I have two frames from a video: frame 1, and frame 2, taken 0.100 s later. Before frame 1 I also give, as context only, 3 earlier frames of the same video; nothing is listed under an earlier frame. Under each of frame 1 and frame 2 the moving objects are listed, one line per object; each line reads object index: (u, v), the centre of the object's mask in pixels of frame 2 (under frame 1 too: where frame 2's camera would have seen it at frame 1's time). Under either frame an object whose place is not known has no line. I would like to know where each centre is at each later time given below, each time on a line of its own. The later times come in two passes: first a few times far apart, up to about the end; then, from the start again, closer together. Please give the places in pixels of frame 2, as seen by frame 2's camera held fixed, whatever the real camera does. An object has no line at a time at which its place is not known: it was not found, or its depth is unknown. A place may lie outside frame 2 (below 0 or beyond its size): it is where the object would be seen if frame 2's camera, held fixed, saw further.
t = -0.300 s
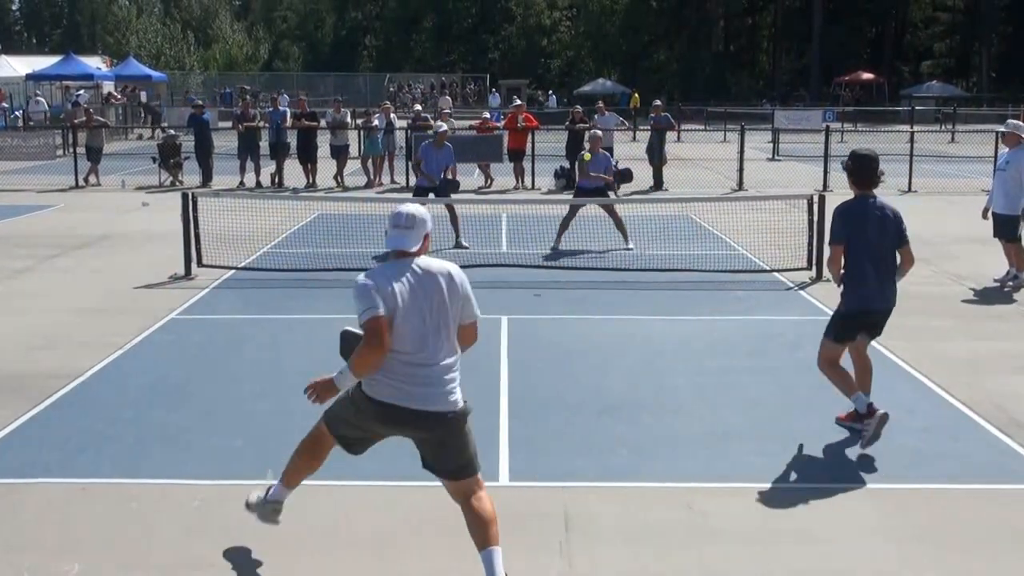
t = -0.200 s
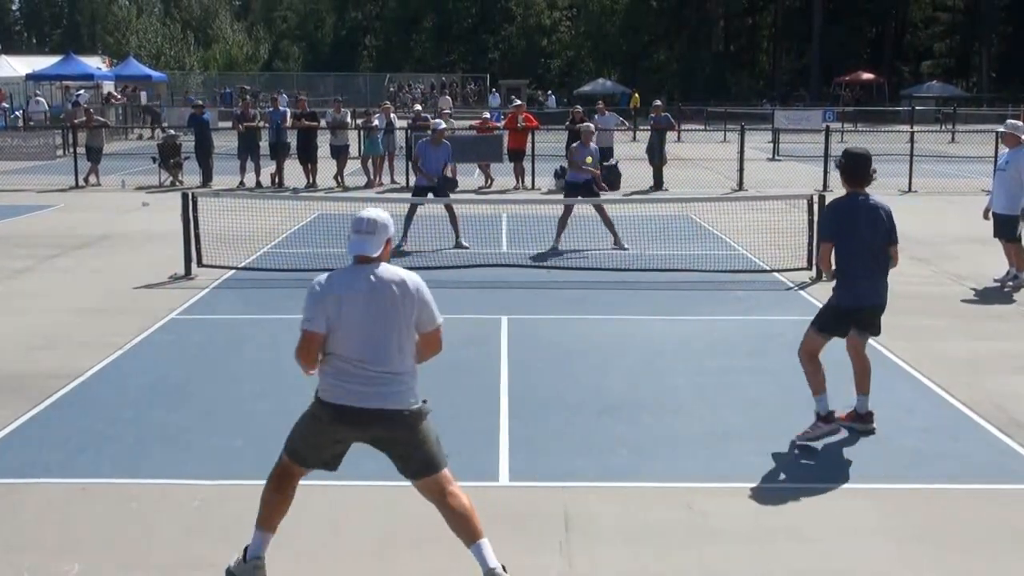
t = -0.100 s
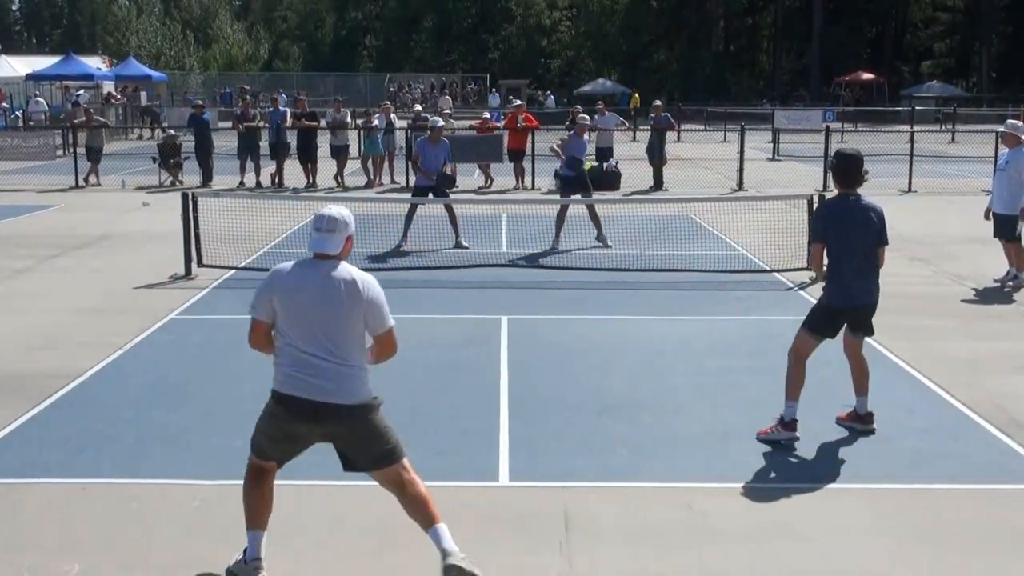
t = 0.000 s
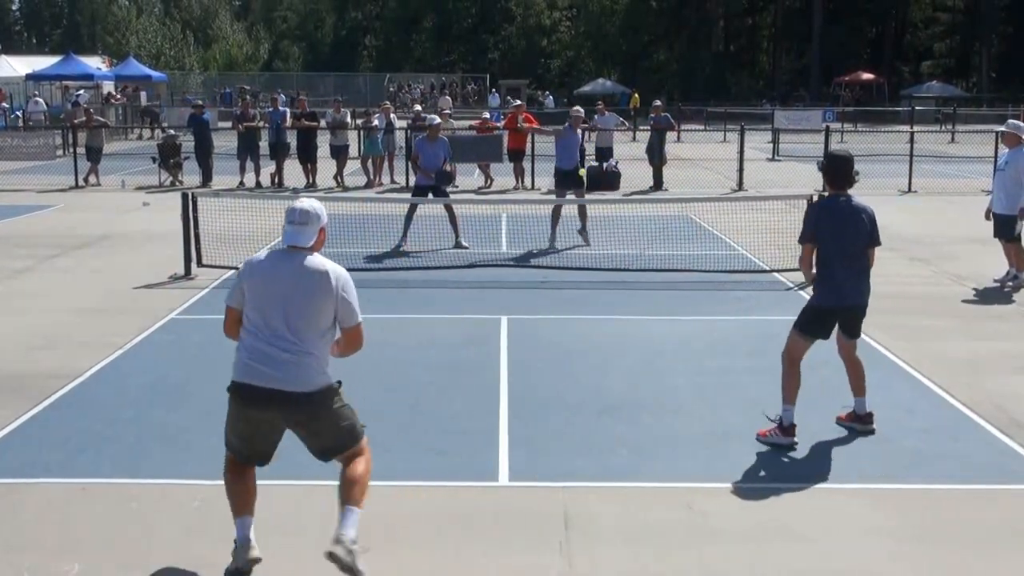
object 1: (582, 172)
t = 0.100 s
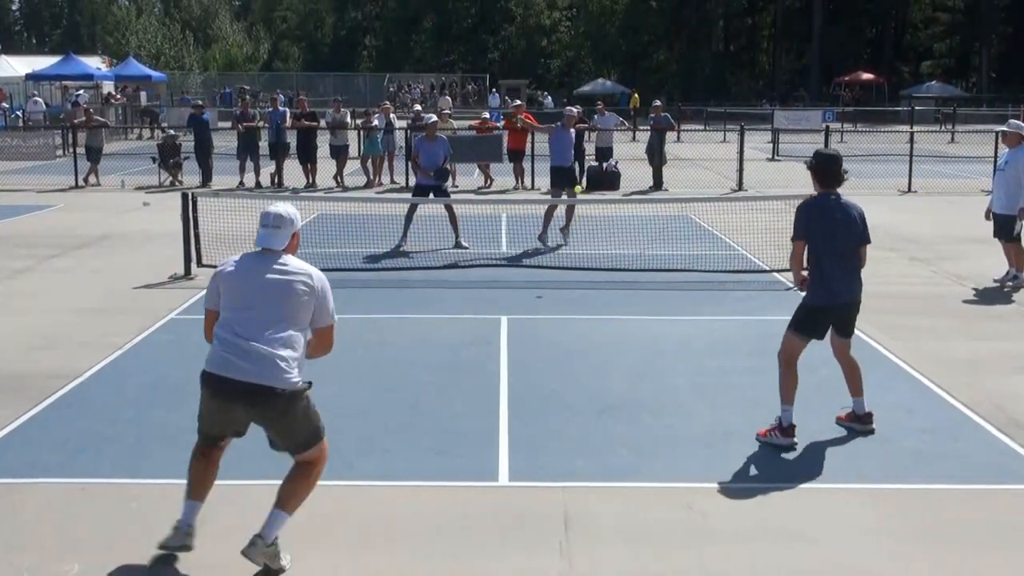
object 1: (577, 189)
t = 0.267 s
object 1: (573, 246)
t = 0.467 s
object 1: (574, 330)
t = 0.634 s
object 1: (576, 320)
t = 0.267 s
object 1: (573, 246)
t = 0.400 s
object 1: (573, 326)
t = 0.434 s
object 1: (574, 336)
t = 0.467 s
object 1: (574, 330)
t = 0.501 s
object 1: (574, 325)
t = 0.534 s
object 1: (575, 321)
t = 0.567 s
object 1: (575, 320)
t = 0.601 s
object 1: (575, 320)
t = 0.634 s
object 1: (576, 320)
